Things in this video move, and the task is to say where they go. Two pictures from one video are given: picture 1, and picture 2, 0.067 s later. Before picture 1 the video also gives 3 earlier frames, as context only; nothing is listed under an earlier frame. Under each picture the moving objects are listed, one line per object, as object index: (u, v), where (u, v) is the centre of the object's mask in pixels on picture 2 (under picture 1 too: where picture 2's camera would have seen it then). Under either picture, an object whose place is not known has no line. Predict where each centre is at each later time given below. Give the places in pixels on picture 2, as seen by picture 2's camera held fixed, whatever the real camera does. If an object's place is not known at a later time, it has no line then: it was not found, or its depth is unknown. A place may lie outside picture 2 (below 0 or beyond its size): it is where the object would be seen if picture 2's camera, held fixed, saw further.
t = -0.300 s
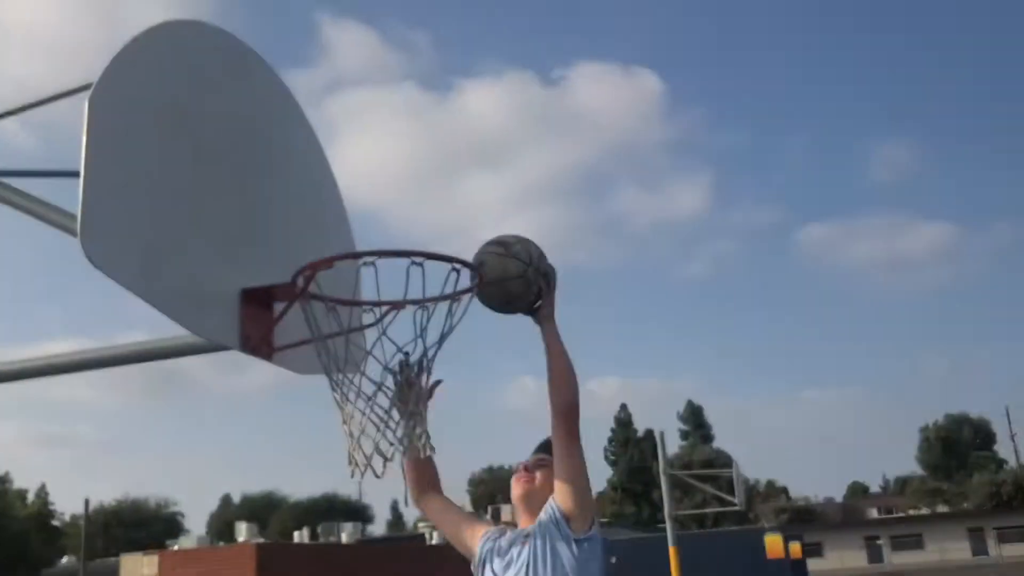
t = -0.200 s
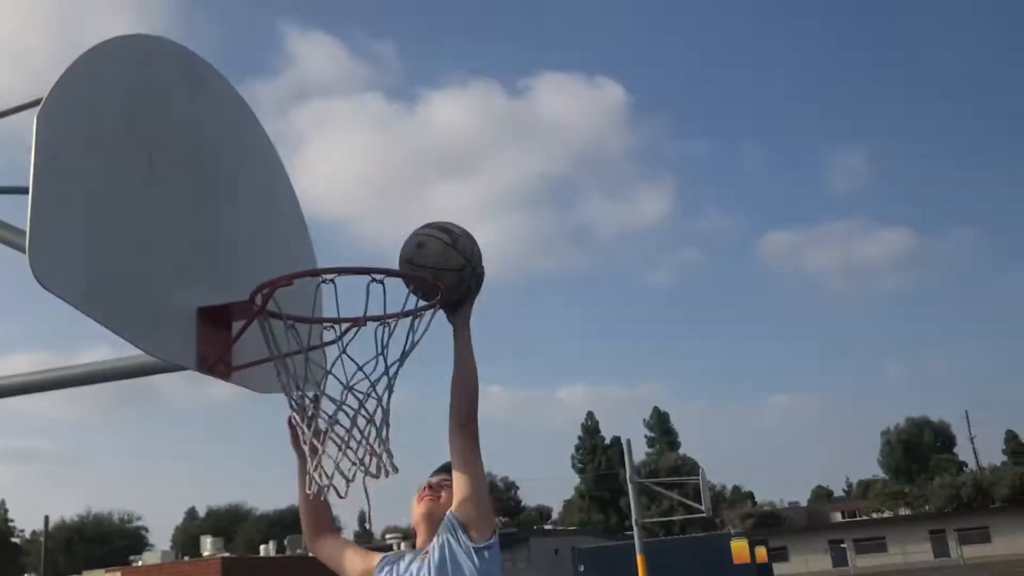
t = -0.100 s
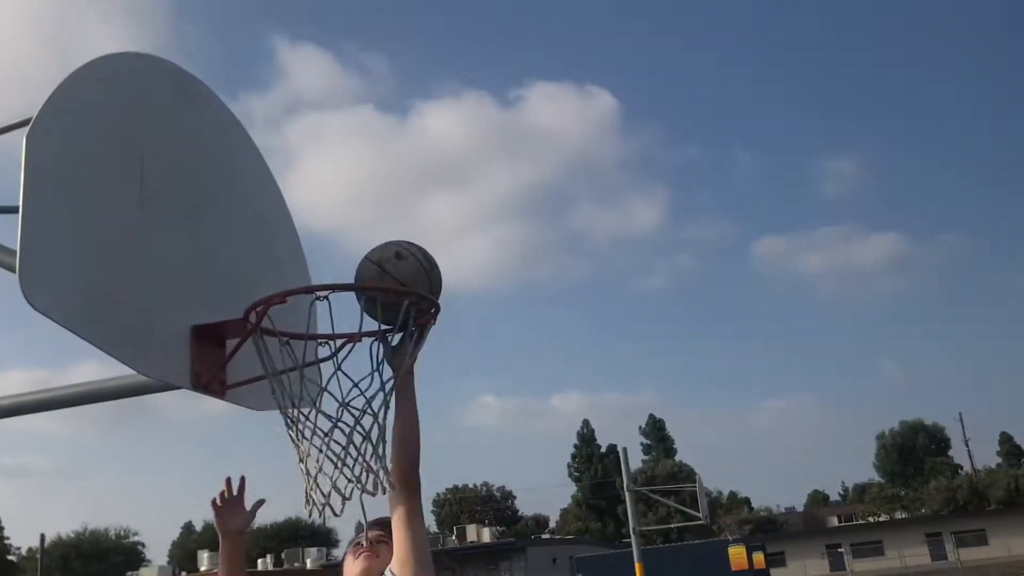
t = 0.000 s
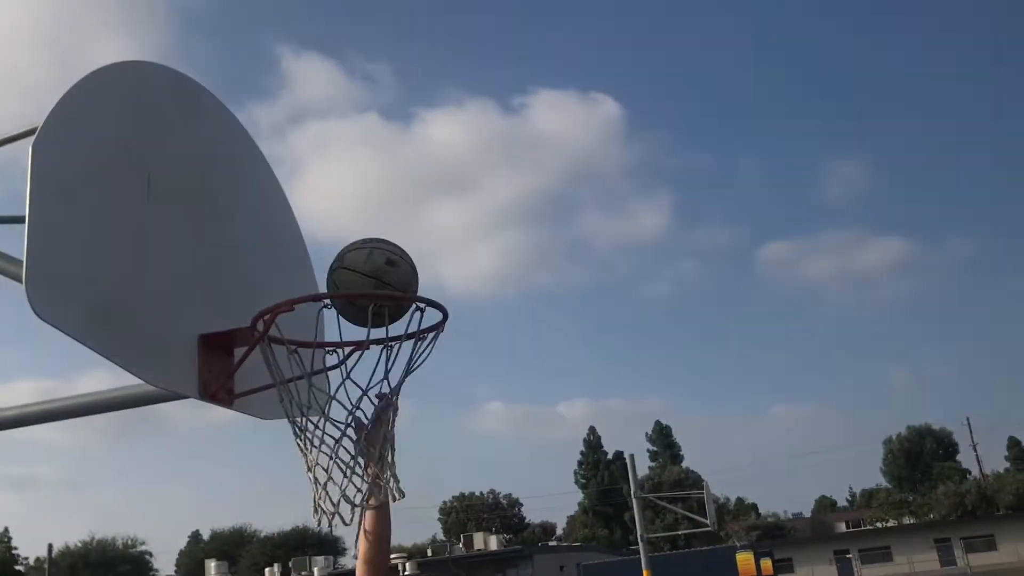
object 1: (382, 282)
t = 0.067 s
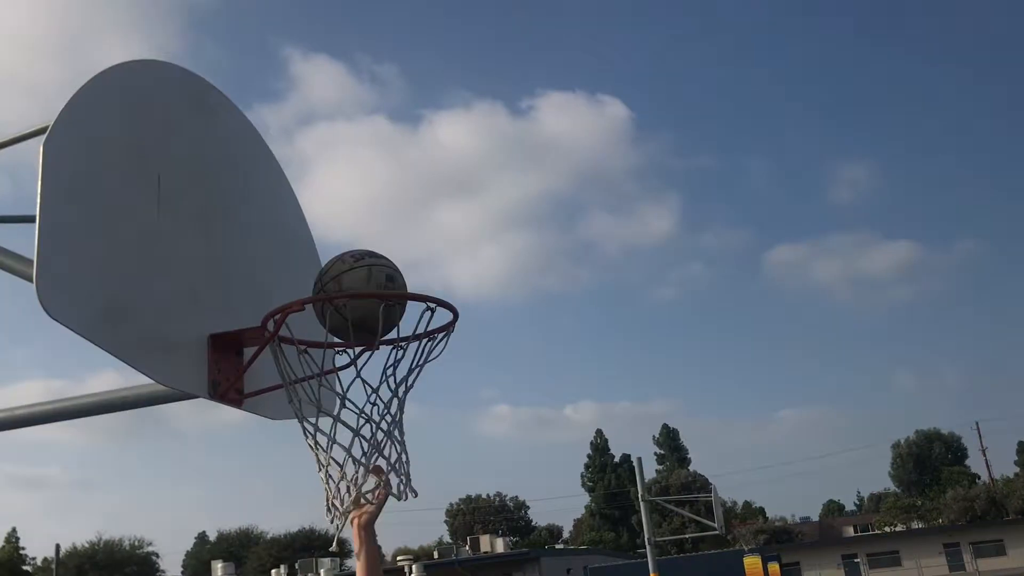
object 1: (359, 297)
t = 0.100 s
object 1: (348, 310)
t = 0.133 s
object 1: (337, 328)
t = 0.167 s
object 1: (325, 351)
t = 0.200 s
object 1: (316, 369)
